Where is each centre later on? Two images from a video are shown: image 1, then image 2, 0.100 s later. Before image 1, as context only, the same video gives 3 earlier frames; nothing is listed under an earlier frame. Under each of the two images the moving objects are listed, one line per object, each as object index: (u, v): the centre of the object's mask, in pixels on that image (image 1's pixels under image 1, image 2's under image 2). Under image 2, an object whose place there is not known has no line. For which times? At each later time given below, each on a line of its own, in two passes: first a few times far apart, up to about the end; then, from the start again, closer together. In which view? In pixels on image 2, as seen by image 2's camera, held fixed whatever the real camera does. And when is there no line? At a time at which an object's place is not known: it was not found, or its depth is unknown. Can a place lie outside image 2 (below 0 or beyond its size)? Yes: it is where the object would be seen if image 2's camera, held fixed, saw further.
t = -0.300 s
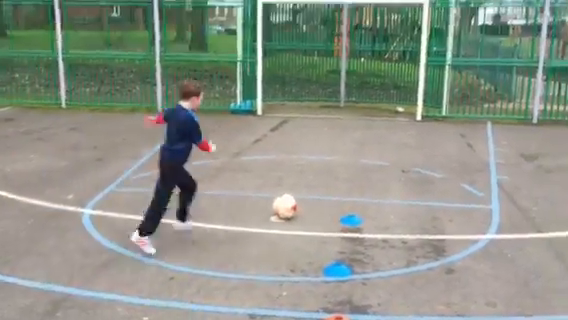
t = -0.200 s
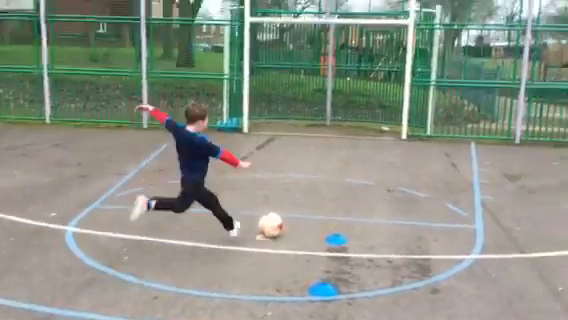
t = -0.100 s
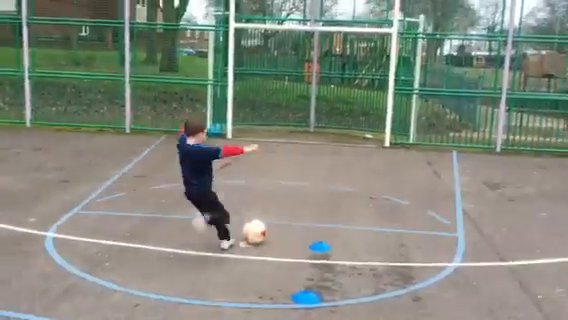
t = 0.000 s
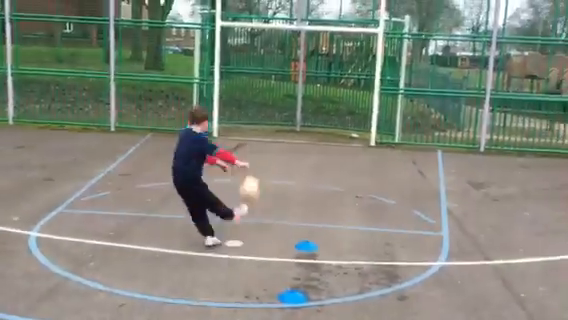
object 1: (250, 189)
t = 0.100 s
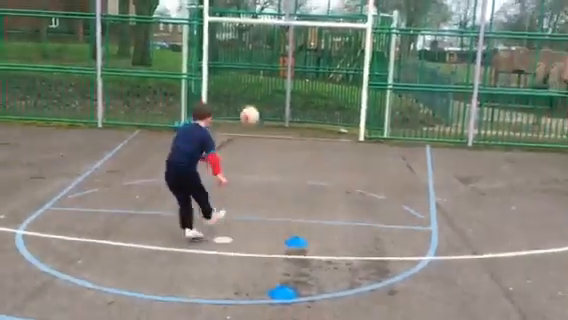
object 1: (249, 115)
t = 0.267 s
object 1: (259, 57)
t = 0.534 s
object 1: (268, 35)
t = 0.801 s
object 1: (284, 43)
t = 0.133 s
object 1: (252, 99)
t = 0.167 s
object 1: (255, 85)
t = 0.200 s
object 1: (257, 74)
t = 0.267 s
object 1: (259, 57)
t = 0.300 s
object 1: (261, 50)
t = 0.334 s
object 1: (262, 46)
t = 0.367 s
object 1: (263, 42)
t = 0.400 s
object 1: (264, 39)
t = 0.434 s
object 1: (265, 36)
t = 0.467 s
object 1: (266, 36)
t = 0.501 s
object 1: (267, 35)
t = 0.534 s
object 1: (268, 35)
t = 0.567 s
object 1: (269, 35)
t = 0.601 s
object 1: (269, 35)
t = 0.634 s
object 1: (271, 35)
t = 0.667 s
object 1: (273, 35)
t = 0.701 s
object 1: (276, 36)
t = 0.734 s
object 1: (278, 38)
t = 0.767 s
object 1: (281, 40)
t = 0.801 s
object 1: (284, 43)
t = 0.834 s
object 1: (287, 47)
